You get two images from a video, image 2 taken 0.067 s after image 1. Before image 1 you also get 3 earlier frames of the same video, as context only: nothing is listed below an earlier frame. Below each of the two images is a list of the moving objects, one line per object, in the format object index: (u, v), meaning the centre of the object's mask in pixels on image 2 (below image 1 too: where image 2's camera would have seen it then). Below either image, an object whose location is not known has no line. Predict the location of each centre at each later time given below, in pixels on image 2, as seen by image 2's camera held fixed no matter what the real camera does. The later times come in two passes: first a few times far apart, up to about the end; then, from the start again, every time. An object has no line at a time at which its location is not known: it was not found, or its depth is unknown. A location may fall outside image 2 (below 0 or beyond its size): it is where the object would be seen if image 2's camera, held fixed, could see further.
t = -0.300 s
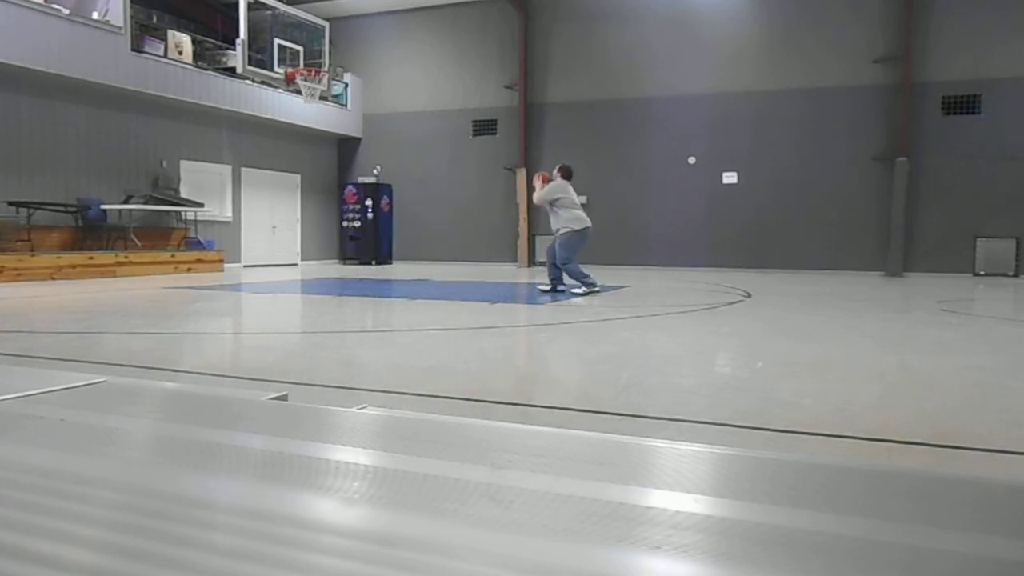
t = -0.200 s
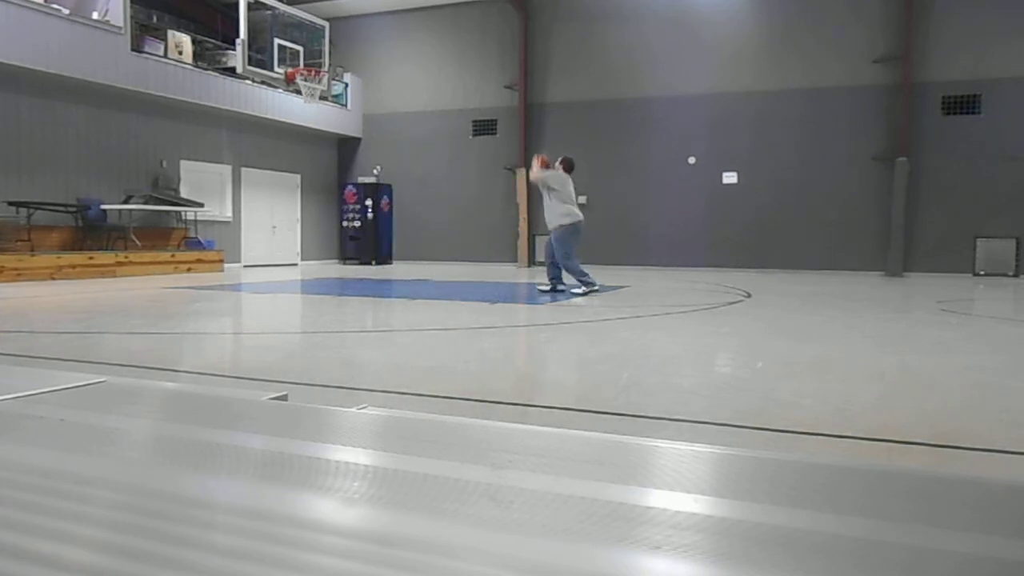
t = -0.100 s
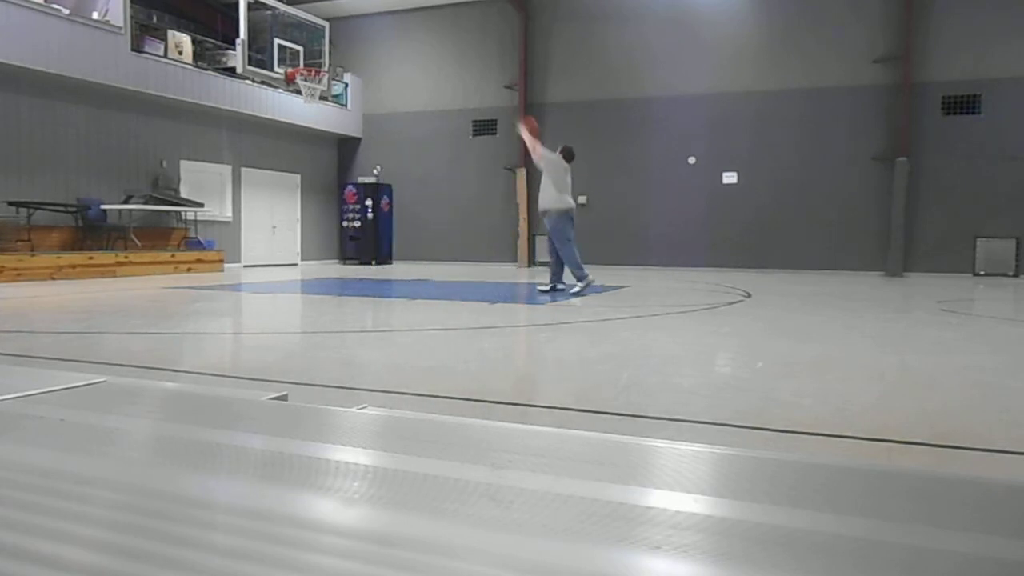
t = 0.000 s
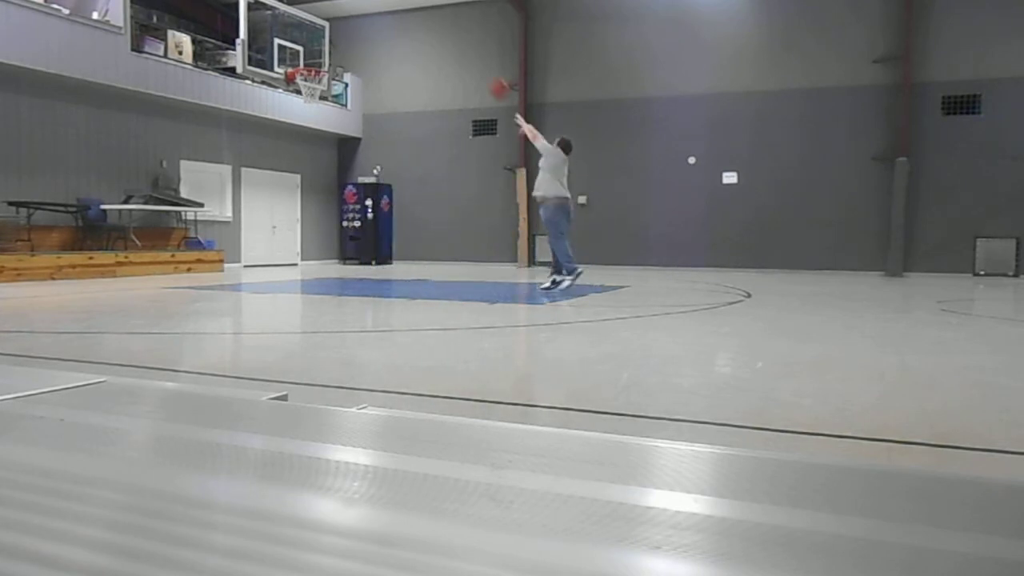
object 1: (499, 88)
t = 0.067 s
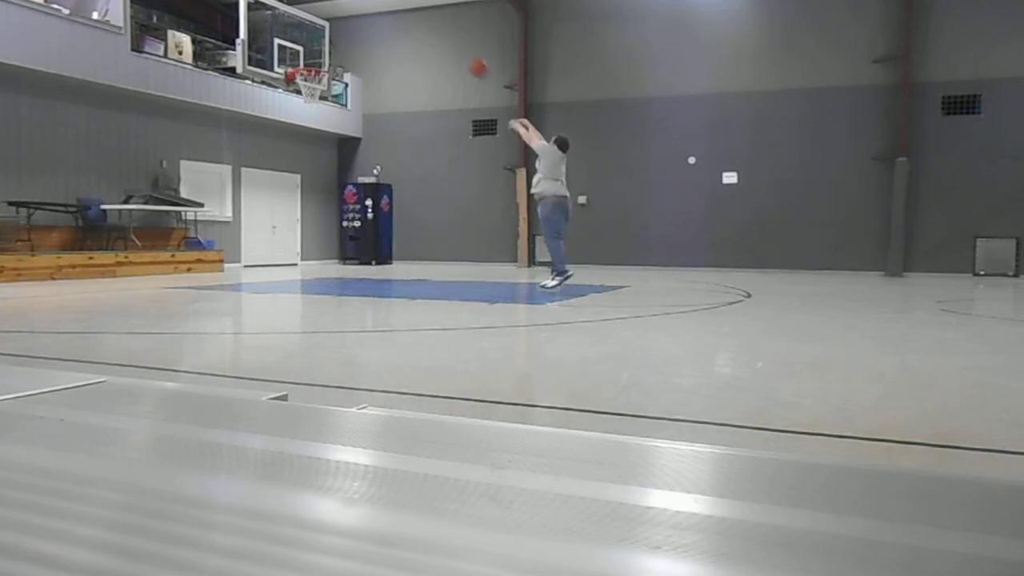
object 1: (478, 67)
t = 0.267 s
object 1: (422, 28)
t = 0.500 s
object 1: (360, 18)
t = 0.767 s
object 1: (308, 51)
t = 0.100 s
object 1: (469, 59)
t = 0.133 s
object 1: (459, 50)
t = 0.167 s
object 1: (449, 45)
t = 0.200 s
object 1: (440, 37)
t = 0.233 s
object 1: (431, 33)
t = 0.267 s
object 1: (422, 28)
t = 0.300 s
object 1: (412, 23)
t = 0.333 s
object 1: (404, 21)
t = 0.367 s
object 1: (396, 19)
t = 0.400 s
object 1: (386, 18)
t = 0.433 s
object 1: (378, 18)
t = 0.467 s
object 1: (369, 18)
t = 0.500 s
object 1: (360, 18)
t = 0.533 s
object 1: (352, 20)
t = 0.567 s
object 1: (345, 23)
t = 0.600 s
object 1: (337, 25)
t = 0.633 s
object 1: (328, 31)
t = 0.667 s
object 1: (322, 36)
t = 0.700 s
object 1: (314, 42)
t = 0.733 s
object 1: (308, 46)
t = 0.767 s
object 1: (308, 51)
